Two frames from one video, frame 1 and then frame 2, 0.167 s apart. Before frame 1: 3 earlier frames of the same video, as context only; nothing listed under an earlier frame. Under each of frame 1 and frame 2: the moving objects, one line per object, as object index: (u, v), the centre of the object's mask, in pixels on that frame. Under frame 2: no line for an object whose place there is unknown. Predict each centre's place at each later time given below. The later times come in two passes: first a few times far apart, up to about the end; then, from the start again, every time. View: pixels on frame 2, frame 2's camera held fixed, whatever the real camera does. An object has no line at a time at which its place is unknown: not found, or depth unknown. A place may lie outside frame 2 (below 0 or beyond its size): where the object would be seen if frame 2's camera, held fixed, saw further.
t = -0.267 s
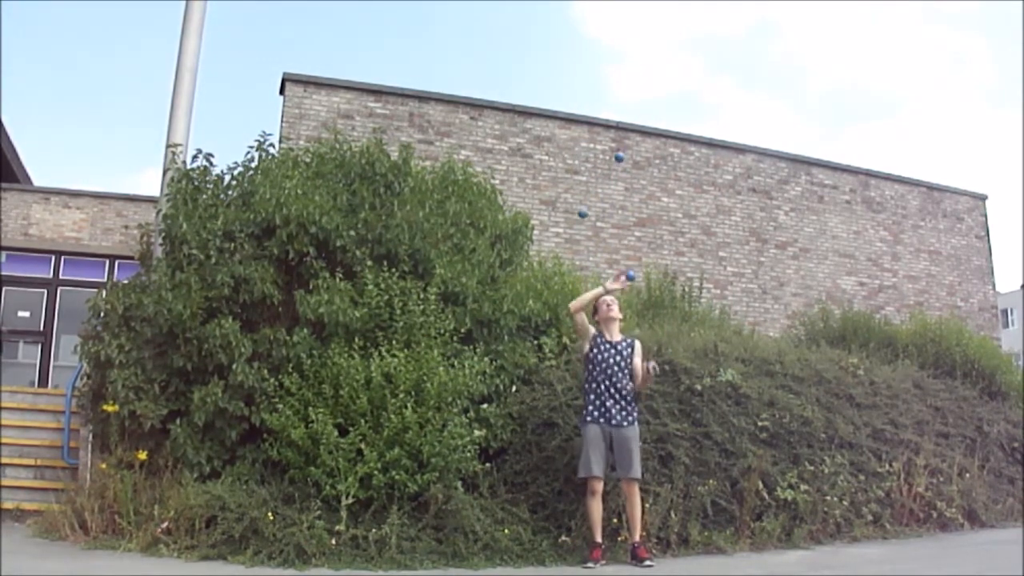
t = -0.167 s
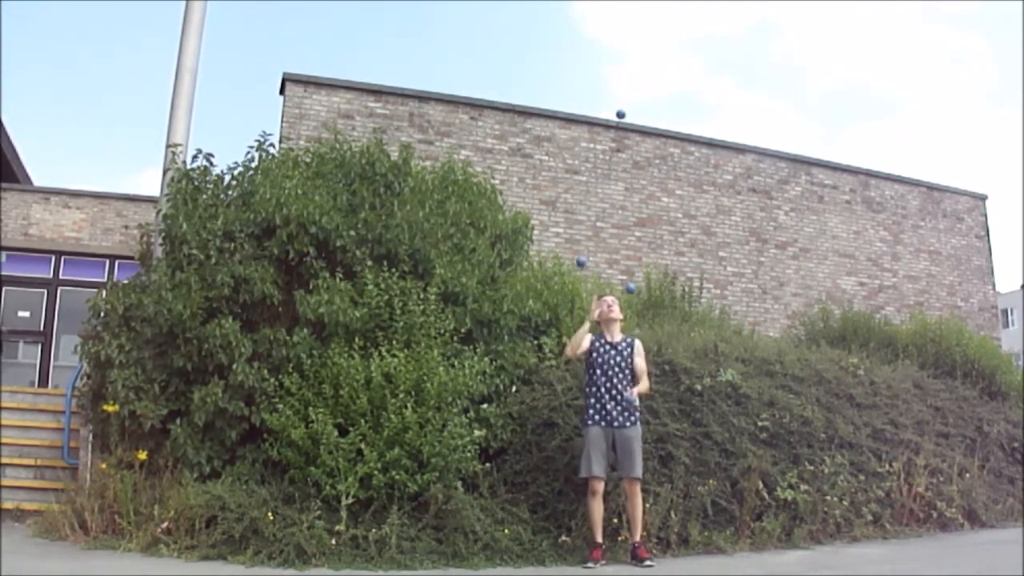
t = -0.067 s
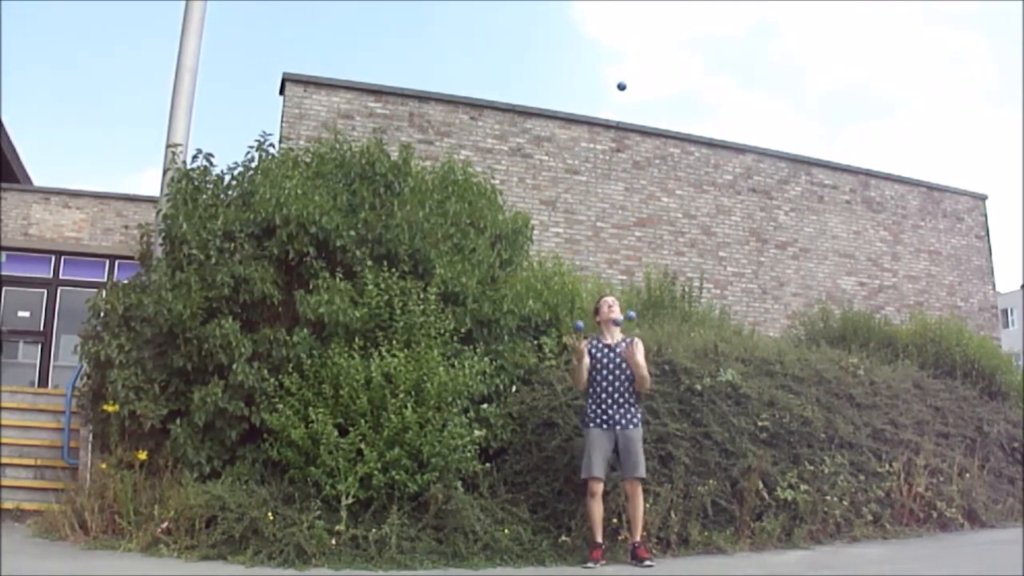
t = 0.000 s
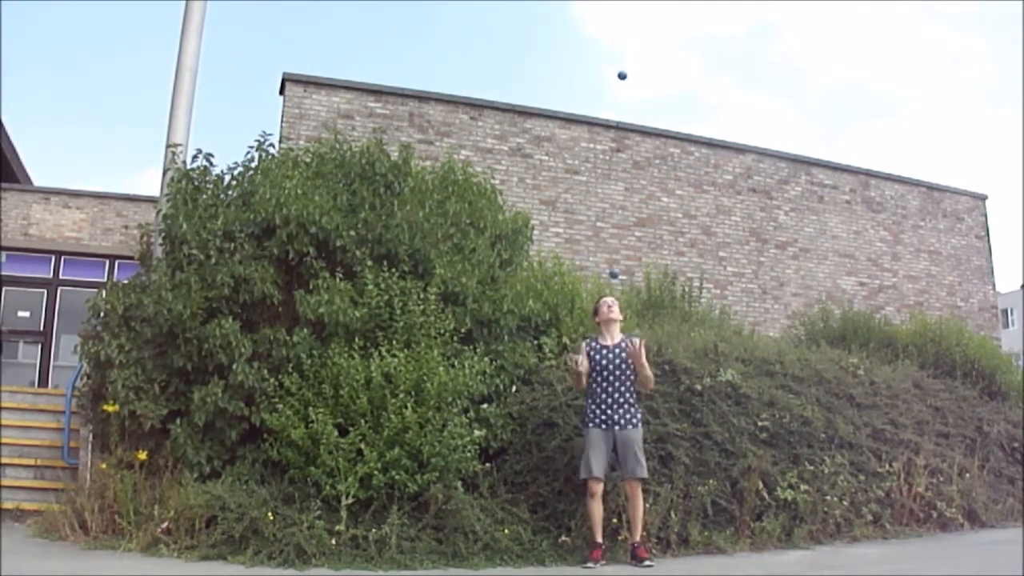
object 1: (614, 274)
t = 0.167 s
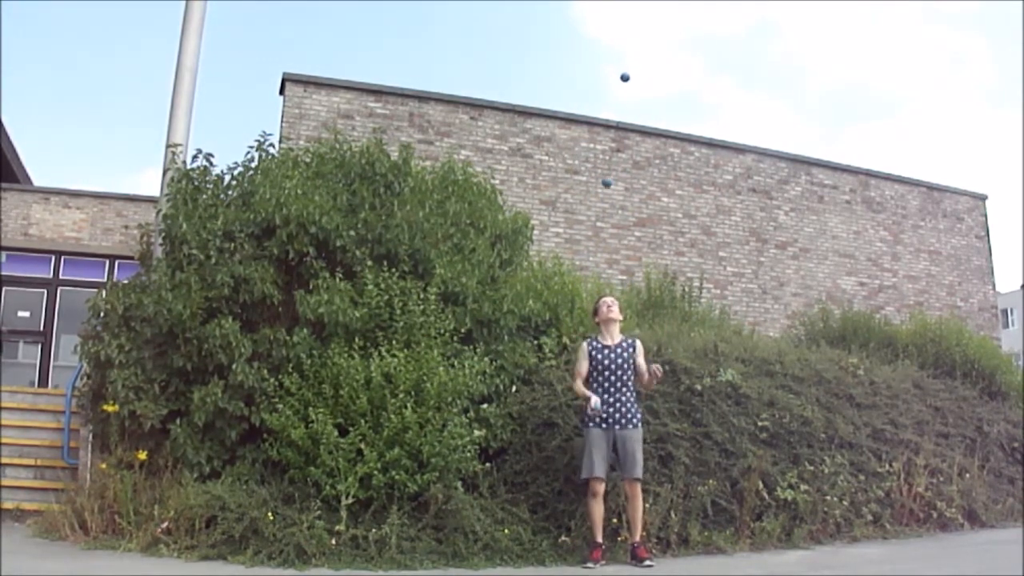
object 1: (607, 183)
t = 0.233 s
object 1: (603, 160)
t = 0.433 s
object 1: (597, 131)
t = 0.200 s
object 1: (605, 170)
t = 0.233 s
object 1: (603, 160)
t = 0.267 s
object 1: (602, 151)
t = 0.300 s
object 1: (601, 145)
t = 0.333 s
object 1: (599, 138)
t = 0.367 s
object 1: (598, 134)
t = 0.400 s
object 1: (598, 132)
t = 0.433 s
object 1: (597, 131)
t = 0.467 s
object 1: (595, 132)
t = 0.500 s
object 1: (594, 134)
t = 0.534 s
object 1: (592, 138)
